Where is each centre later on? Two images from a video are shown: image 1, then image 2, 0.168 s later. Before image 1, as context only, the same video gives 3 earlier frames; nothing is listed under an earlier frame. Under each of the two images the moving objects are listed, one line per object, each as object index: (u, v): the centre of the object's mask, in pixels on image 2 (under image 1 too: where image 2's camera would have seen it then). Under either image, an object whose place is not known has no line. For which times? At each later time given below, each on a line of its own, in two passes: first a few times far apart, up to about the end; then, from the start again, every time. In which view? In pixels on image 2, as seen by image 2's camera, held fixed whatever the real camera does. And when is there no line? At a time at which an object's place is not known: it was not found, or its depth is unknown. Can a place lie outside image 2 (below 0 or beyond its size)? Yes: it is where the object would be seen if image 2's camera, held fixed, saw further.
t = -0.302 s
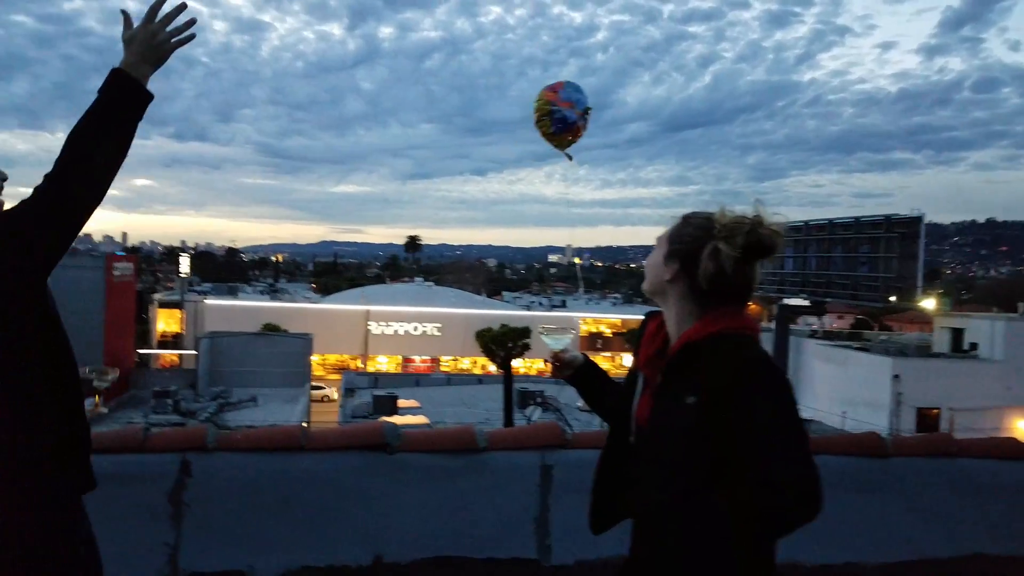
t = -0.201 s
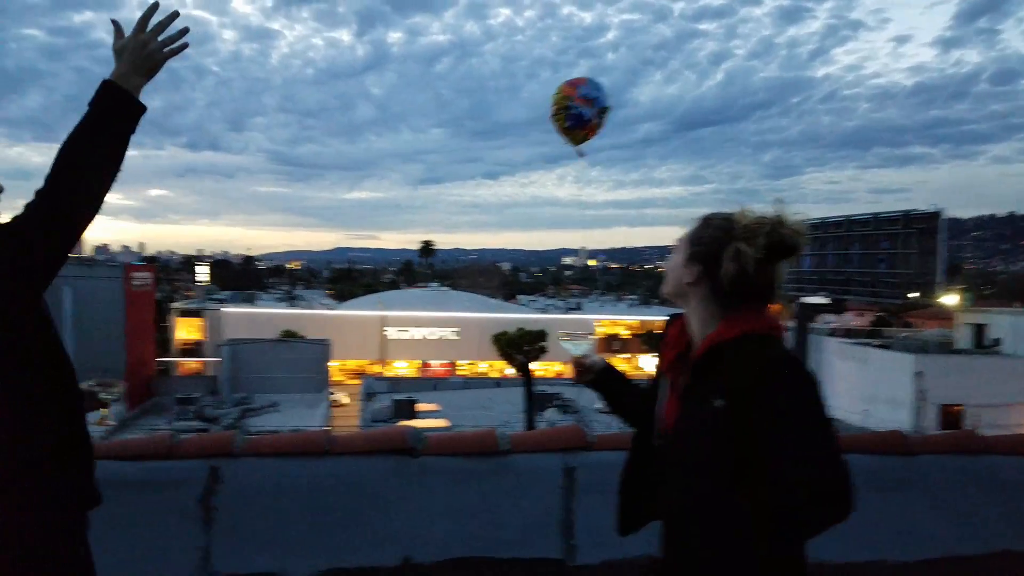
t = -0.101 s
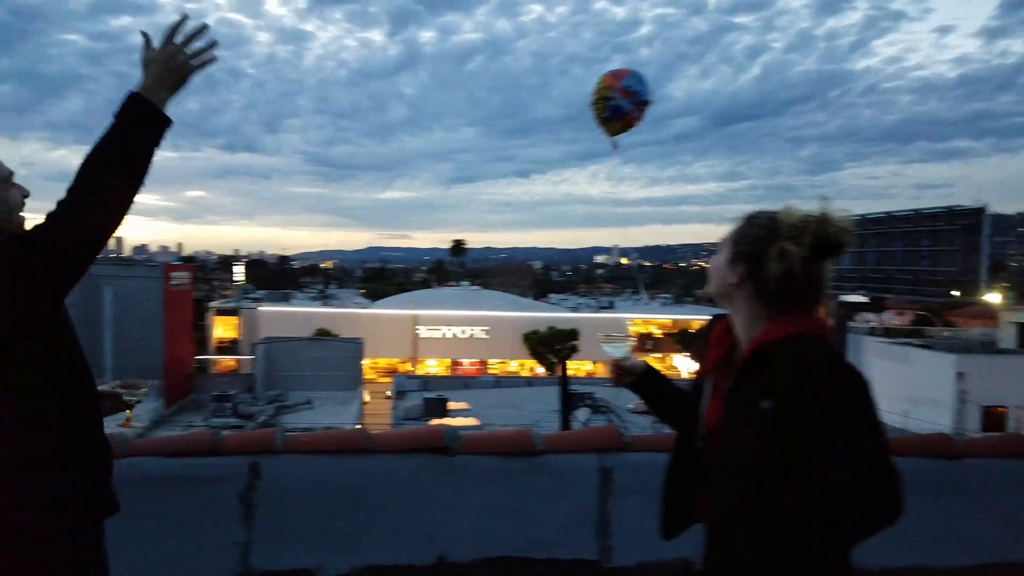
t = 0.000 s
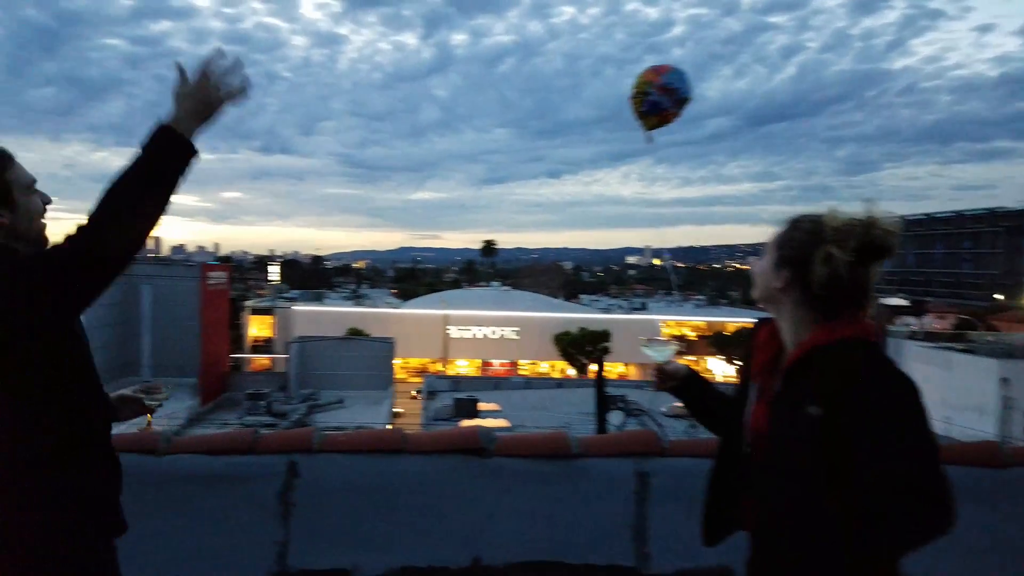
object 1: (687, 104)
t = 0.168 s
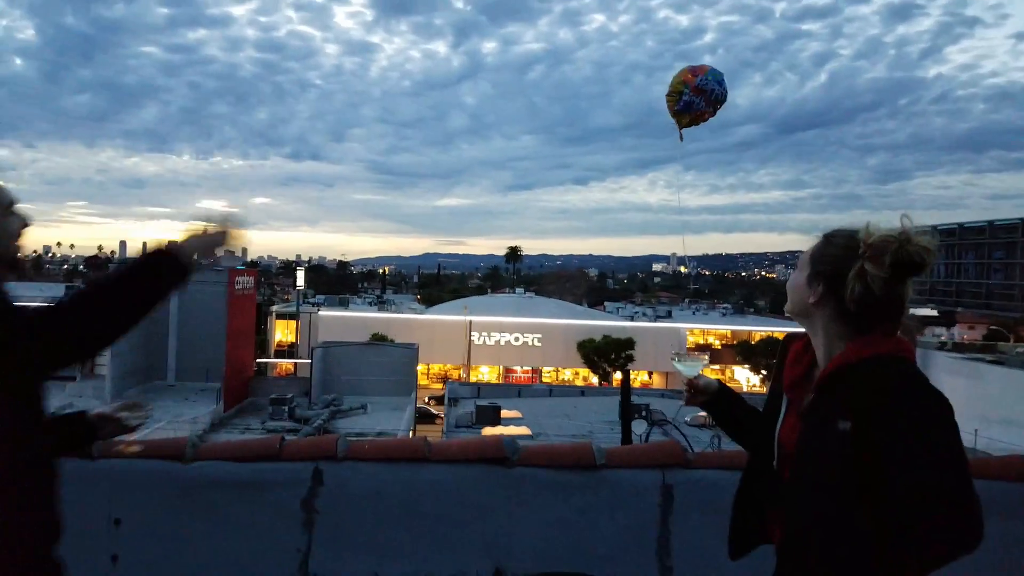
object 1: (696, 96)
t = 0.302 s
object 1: (696, 92)
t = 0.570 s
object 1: (703, 76)
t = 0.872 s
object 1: (703, 58)
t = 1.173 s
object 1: (710, 39)
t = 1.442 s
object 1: (712, 19)
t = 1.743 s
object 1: (706, -5)
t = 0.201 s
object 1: (696, 95)
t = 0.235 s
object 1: (696, 94)
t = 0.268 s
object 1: (695, 93)
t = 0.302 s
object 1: (696, 92)
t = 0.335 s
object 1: (699, 90)
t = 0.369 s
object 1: (699, 88)
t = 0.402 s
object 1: (700, 86)
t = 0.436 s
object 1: (700, 84)
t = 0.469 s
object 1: (700, 81)
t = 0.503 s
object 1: (700, 80)
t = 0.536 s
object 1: (702, 78)
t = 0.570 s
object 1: (703, 76)
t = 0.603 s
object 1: (704, 74)
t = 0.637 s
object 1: (705, 72)
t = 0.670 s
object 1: (706, 69)
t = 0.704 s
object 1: (706, 67)
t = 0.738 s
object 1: (705, 65)
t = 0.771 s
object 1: (702, 63)
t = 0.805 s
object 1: (702, 61)
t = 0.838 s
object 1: (703, 60)
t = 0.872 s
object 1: (703, 58)
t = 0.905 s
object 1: (703, 56)
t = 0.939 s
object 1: (703, 55)
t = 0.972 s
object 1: (703, 53)
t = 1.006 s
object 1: (704, 50)
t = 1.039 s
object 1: (705, 48)
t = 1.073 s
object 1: (706, 46)
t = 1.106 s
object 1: (707, 44)
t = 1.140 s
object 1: (709, 41)
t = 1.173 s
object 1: (710, 39)
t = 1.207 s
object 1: (711, 36)
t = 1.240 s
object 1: (711, 34)
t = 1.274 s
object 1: (711, 31)
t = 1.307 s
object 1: (711, 29)
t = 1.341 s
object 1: (712, 26)
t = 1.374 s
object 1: (712, 24)
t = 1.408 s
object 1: (712, 22)
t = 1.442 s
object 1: (712, 19)
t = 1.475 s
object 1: (712, 16)
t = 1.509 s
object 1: (711, 14)
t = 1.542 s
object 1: (709, 11)
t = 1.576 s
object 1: (707, 9)
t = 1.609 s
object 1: (706, 8)
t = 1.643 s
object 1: (704, 4)
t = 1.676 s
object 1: (705, 2)
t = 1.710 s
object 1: (706, -1)
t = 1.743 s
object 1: (706, -5)
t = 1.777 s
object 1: (705, -8)
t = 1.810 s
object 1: (706, -9)
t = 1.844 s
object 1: (705, -11)
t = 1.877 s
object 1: (703, -14)
